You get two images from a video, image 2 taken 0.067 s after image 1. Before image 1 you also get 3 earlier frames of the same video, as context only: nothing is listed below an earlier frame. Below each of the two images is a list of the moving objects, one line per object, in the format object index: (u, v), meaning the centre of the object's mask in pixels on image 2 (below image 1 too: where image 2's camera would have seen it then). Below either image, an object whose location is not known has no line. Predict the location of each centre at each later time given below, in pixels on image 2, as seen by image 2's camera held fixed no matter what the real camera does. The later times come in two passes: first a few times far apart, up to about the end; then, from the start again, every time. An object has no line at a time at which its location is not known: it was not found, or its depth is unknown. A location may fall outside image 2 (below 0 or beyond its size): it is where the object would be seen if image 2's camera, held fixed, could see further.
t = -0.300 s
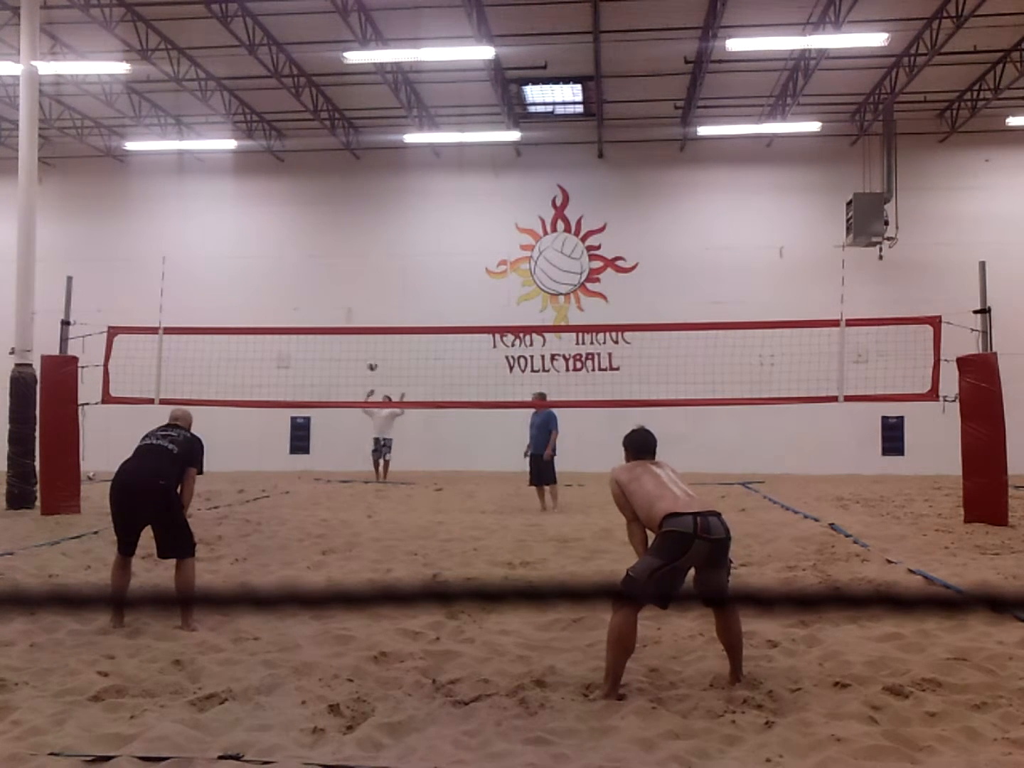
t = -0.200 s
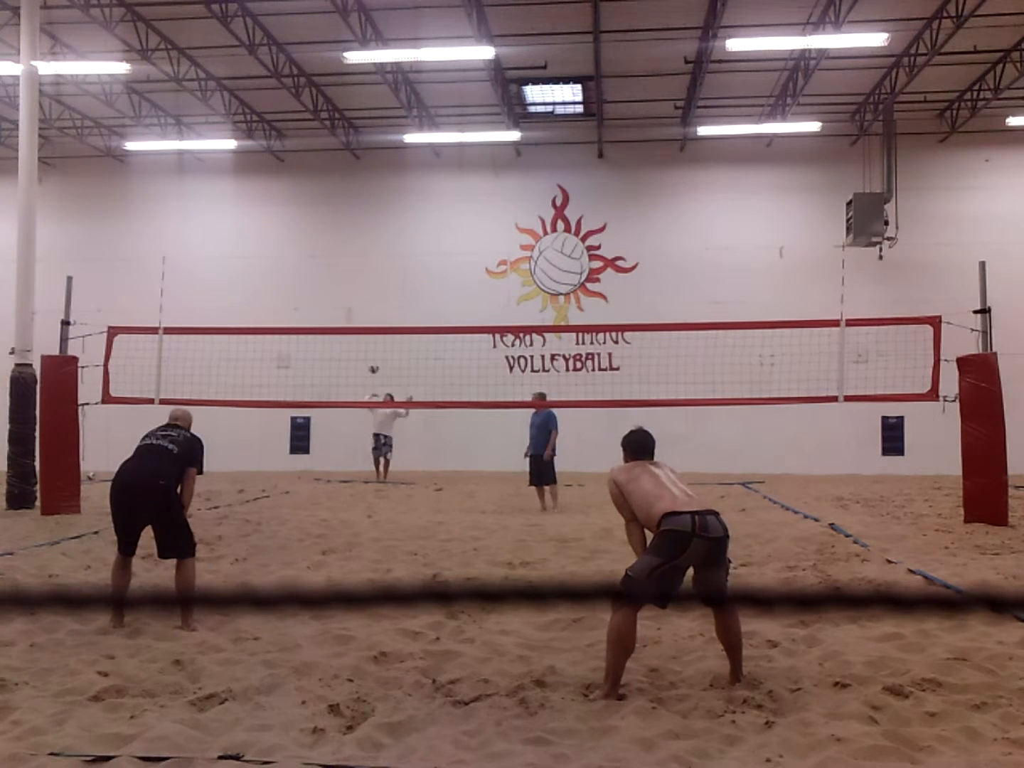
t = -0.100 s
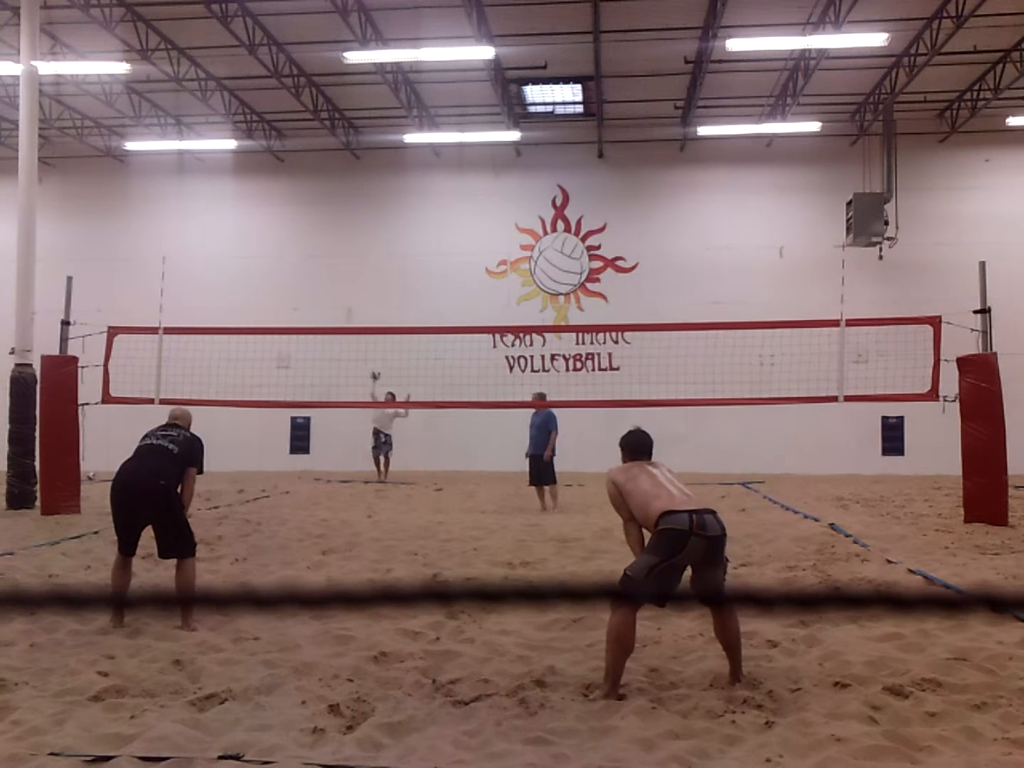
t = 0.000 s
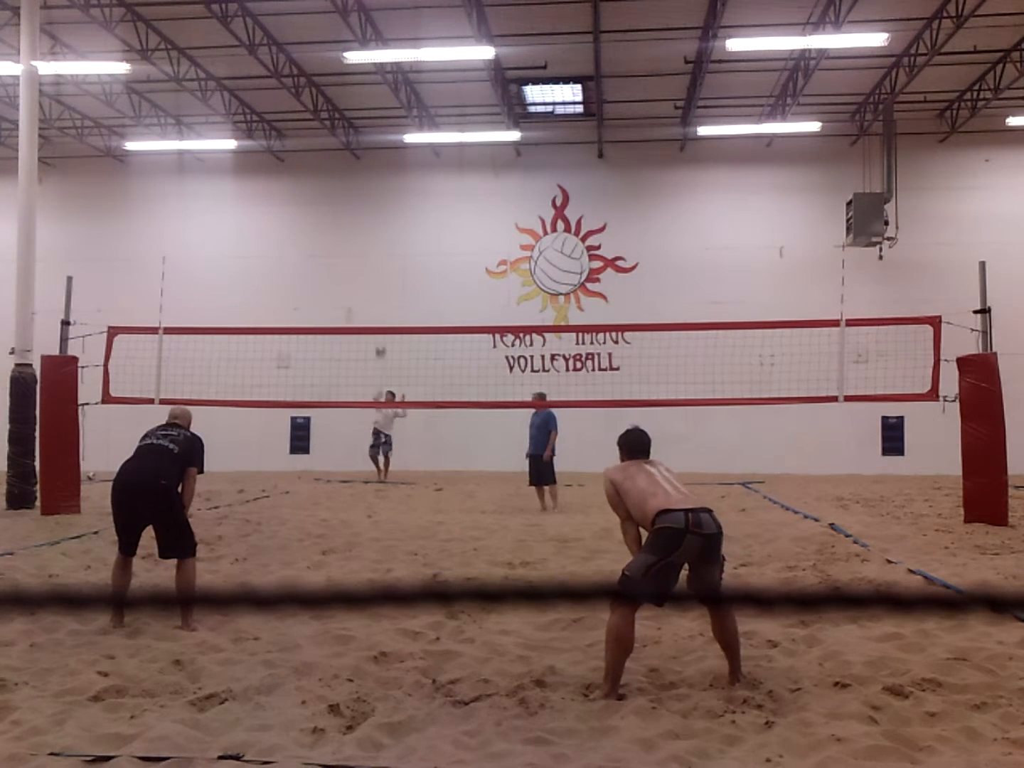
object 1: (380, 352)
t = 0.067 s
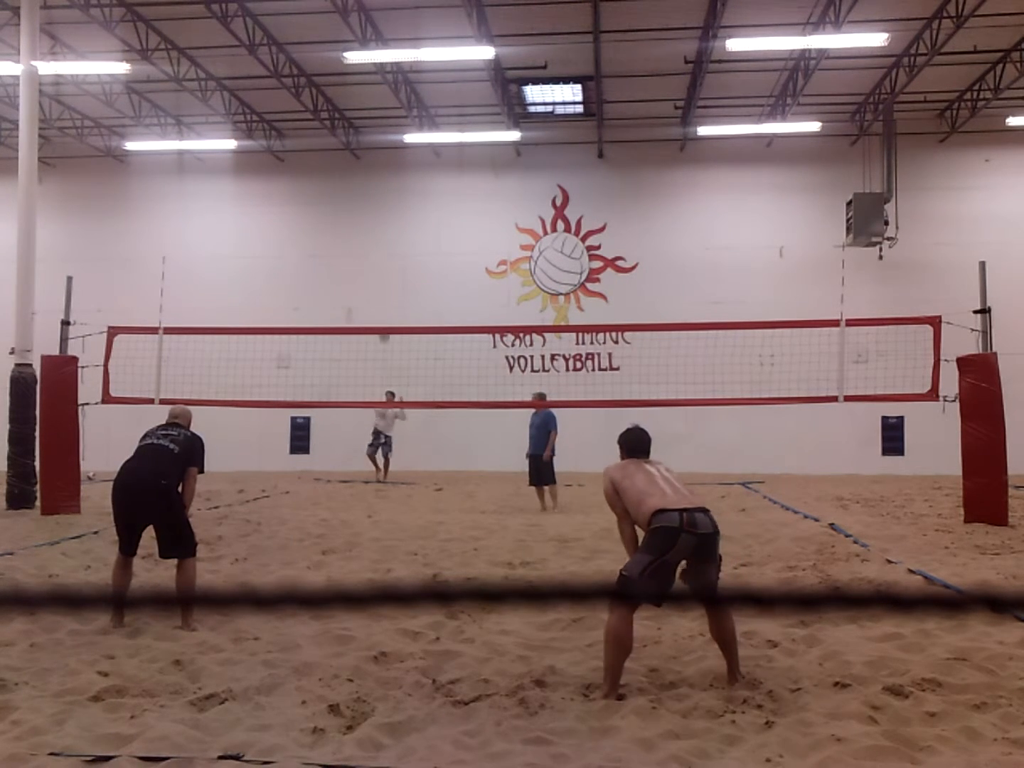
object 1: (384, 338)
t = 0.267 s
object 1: (396, 293)
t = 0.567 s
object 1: (412, 256)
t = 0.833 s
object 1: (432, 286)
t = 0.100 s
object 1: (387, 324)
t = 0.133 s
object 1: (388, 320)
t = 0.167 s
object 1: (390, 313)
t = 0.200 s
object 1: (392, 306)
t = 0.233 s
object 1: (394, 300)
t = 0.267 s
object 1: (396, 293)
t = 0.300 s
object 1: (397, 287)
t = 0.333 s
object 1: (399, 281)
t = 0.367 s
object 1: (401, 275)
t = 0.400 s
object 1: (403, 270)
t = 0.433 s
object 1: (405, 266)
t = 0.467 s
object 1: (406, 262)
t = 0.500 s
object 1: (408, 259)
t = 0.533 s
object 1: (410, 257)
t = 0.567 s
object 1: (412, 256)
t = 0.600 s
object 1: (414, 255)
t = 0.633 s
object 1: (416, 256)
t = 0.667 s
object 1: (418, 257)
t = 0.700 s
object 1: (421, 260)
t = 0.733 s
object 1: (424, 264)
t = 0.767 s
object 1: (427, 269)
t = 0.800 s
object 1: (429, 276)
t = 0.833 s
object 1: (432, 286)
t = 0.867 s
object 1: (436, 298)
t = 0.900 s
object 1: (439, 311)
